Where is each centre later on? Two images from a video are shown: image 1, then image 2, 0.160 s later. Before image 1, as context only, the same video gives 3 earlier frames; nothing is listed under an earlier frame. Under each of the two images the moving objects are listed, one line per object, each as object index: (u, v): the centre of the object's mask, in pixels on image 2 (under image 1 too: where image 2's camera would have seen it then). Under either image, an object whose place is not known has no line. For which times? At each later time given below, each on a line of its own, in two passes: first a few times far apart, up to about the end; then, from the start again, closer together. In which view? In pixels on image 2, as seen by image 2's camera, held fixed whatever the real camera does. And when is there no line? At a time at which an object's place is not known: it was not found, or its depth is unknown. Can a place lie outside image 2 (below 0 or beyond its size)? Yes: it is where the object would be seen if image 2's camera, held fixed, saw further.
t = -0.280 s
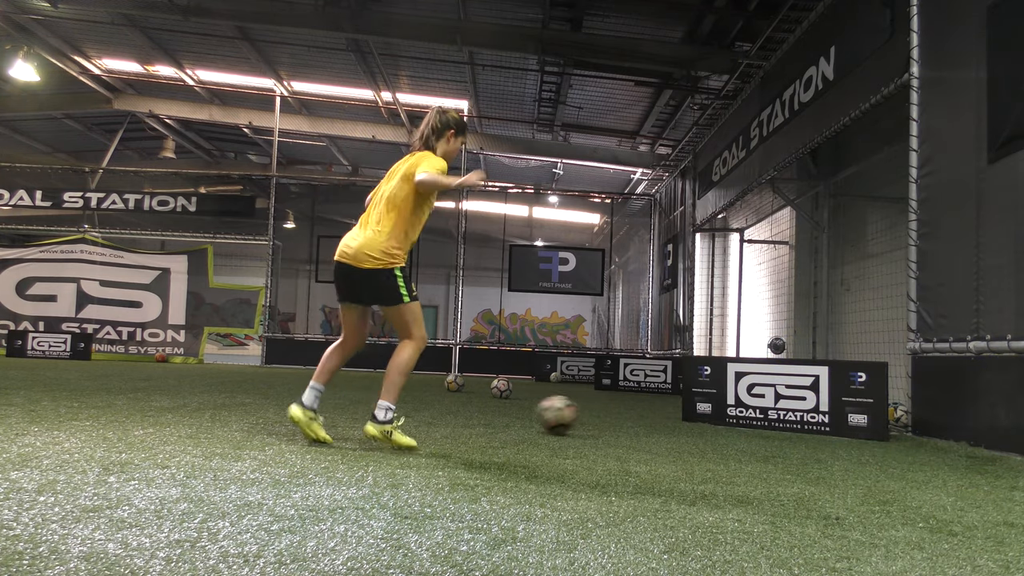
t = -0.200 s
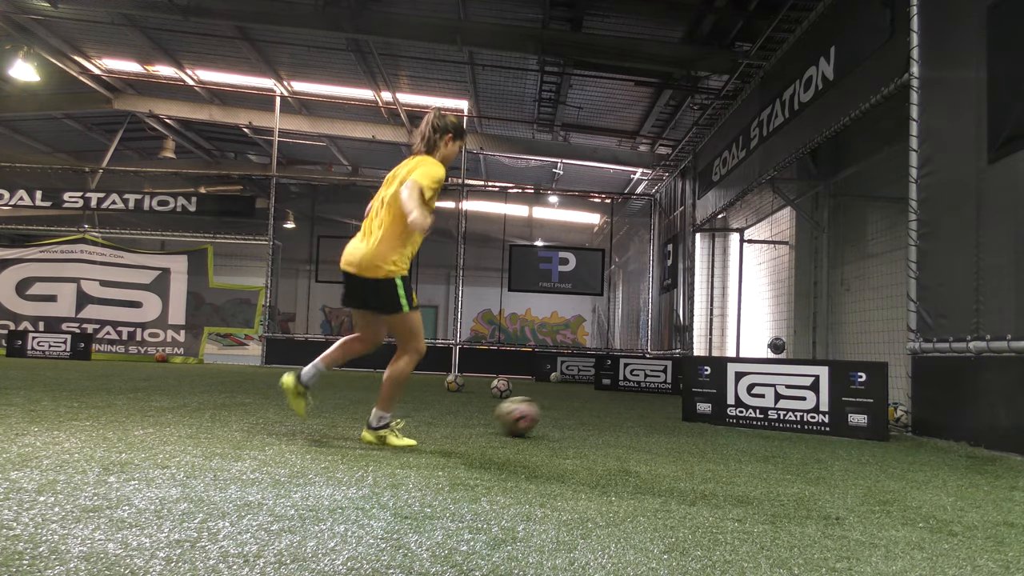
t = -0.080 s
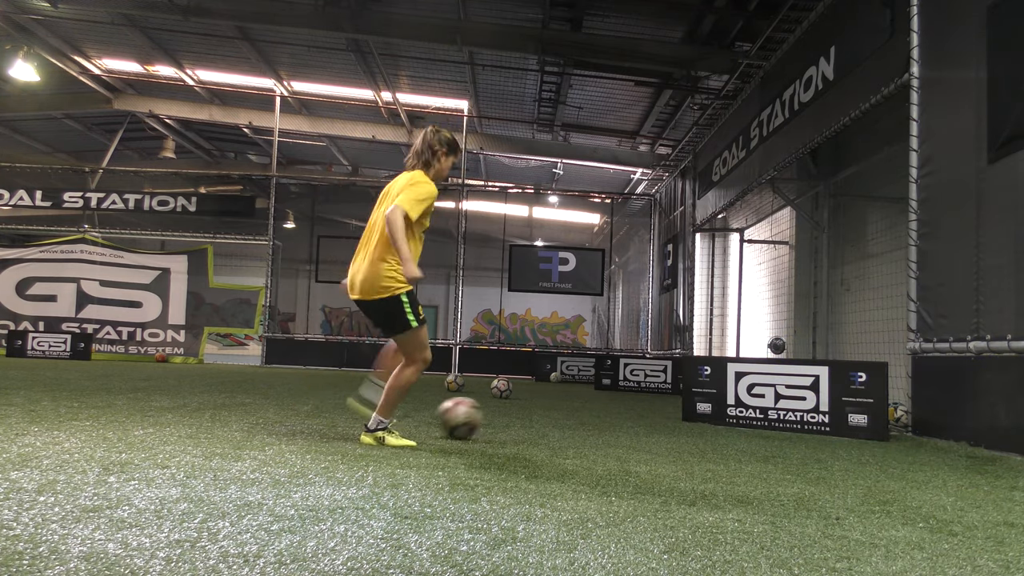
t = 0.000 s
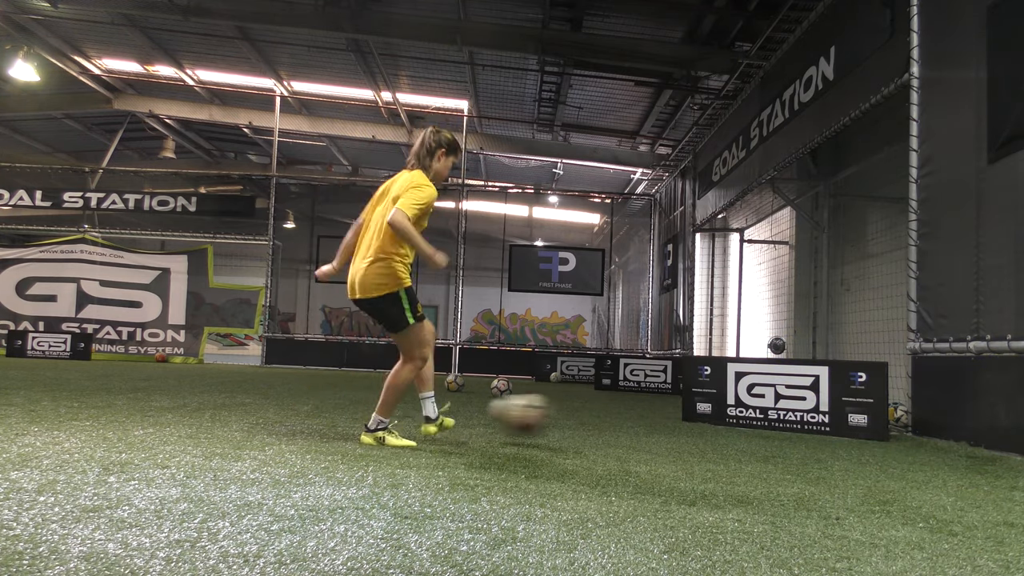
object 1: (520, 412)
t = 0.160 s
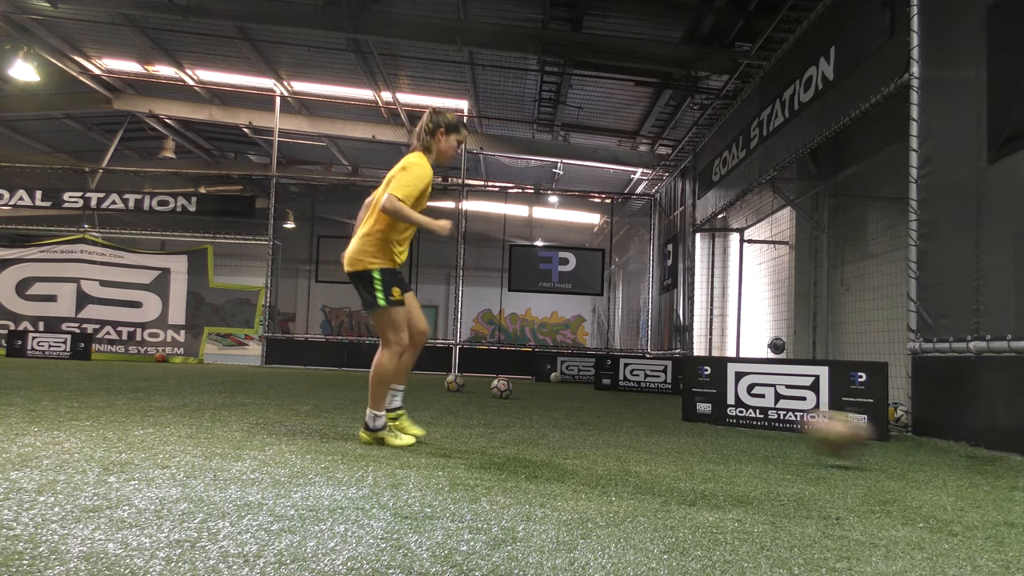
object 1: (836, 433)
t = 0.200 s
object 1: (924, 448)
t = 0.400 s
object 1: (970, 433)
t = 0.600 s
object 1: (748, 439)
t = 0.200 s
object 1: (924, 448)
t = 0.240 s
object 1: (998, 453)
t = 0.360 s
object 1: (1004, 434)
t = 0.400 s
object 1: (970, 433)
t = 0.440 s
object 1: (923, 436)
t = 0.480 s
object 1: (874, 443)
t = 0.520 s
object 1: (827, 452)
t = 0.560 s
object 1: (786, 451)
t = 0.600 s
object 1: (748, 439)
